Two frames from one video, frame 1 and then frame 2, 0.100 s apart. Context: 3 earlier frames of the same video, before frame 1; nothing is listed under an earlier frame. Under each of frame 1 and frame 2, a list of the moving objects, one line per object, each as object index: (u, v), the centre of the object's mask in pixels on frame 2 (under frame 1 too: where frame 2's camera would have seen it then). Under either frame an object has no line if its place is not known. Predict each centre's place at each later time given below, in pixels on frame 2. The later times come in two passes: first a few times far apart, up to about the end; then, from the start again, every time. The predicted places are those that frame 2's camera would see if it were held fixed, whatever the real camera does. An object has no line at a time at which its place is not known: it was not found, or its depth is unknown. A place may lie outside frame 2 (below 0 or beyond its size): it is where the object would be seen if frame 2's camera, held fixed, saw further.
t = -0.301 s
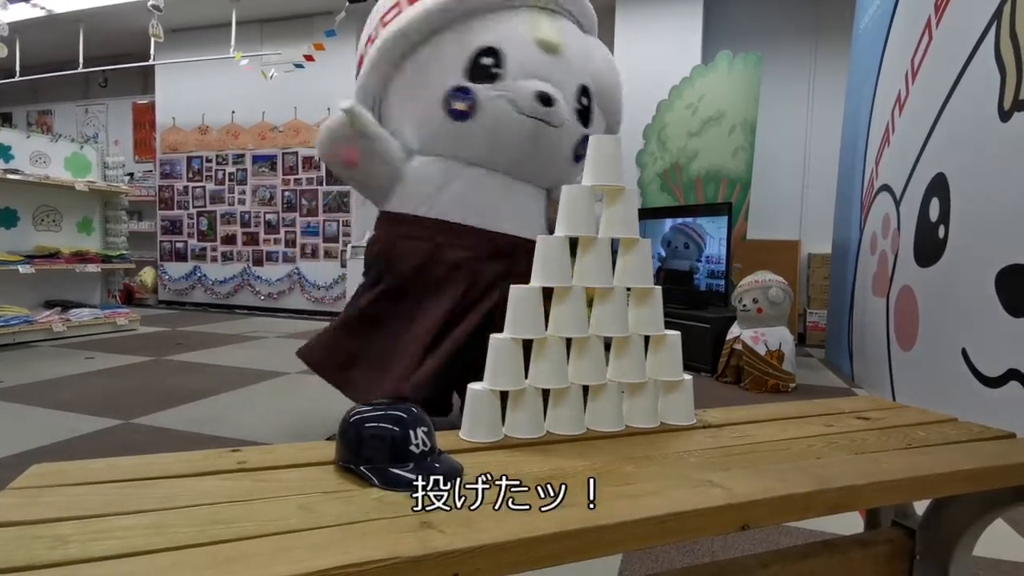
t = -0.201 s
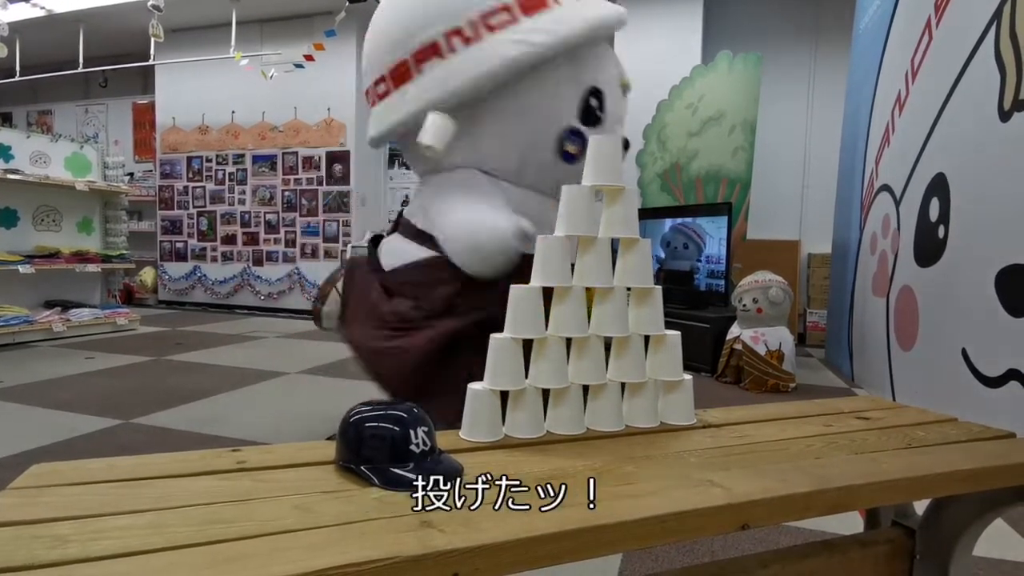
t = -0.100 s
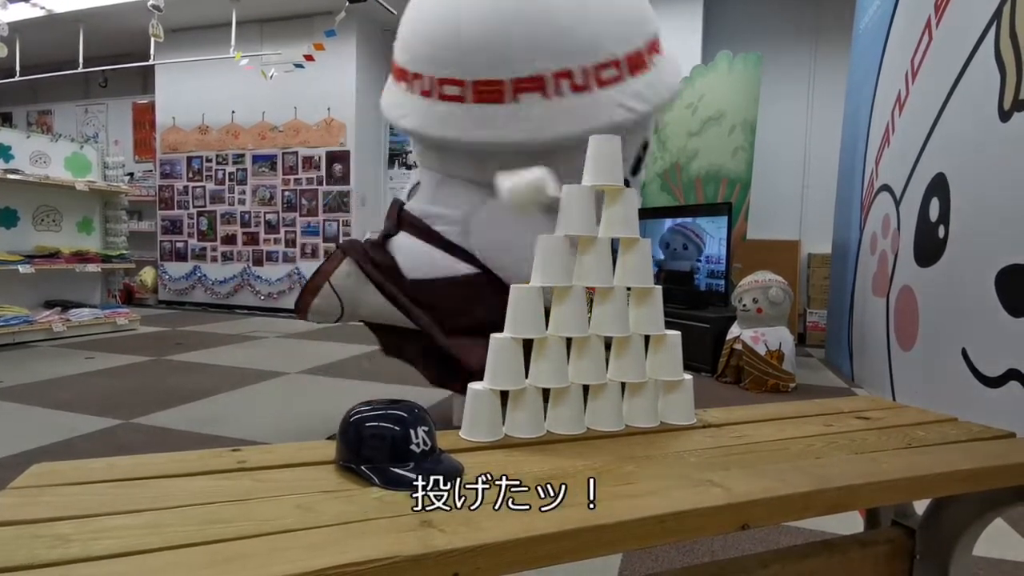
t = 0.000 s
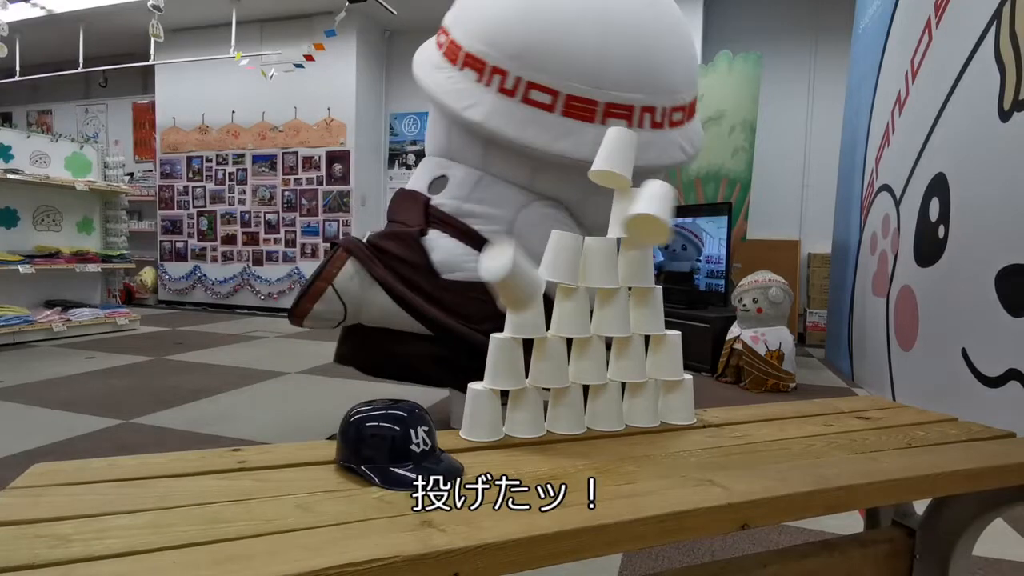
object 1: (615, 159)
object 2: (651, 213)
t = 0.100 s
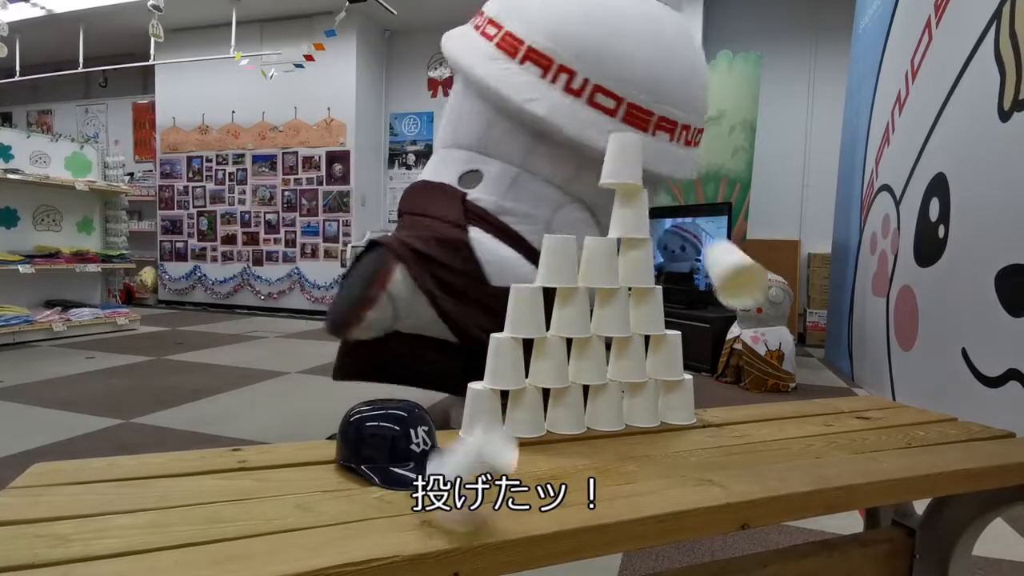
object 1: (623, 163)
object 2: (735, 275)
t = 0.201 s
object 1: (617, 182)
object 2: (798, 392)
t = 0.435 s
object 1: (579, 332)
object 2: (830, 424)
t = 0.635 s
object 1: (537, 441)
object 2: (812, 418)
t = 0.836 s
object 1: (493, 443)
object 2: (810, 417)
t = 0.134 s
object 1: (622, 164)
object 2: (757, 304)
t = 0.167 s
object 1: (620, 171)
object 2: (782, 350)
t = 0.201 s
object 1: (617, 182)
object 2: (798, 392)
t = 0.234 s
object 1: (615, 193)
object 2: (819, 440)
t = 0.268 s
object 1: (613, 211)
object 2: (824, 414)
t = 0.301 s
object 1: (607, 219)
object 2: (825, 401)
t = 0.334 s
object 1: (598, 236)
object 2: (830, 392)
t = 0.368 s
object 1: (588, 247)
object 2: (830, 394)
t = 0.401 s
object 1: (582, 293)
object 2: (828, 403)
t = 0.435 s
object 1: (579, 332)
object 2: (830, 424)
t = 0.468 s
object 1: (571, 382)
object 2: (829, 422)
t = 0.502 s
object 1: (571, 427)
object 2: (826, 417)
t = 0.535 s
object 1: (563, 424)
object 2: (822, 417)
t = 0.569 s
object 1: (554, 428)
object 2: (818, 422)
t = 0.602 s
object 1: (546, 433)
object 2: (815, 419)
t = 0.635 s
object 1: (537, 441)
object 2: (812, 418)
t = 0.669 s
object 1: (526, 441)
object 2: (809, 417)
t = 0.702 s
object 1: (520, 439)
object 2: (807, 417)
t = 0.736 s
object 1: (514, 440)
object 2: (807, 416)
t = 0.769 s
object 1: (507, 442)
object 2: (808, 417)
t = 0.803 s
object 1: (499, 445)
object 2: (809, 418)
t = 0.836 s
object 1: (493, 443)
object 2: (810, 417)
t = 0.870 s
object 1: (488, 443)
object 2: (811, 413)
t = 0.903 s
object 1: (482, 444)
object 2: (812, 412)
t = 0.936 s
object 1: (478, 442)
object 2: (811, 413)
